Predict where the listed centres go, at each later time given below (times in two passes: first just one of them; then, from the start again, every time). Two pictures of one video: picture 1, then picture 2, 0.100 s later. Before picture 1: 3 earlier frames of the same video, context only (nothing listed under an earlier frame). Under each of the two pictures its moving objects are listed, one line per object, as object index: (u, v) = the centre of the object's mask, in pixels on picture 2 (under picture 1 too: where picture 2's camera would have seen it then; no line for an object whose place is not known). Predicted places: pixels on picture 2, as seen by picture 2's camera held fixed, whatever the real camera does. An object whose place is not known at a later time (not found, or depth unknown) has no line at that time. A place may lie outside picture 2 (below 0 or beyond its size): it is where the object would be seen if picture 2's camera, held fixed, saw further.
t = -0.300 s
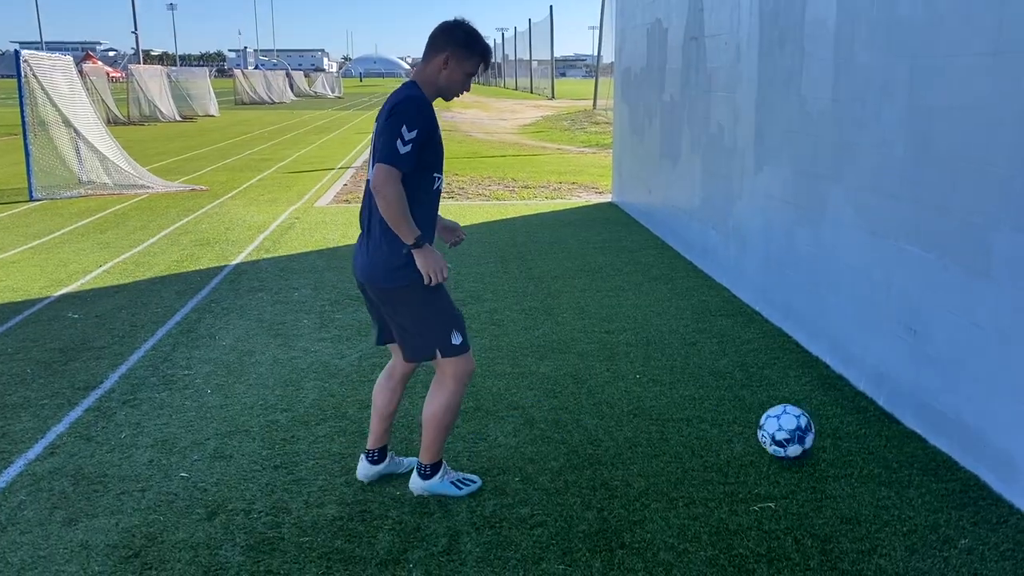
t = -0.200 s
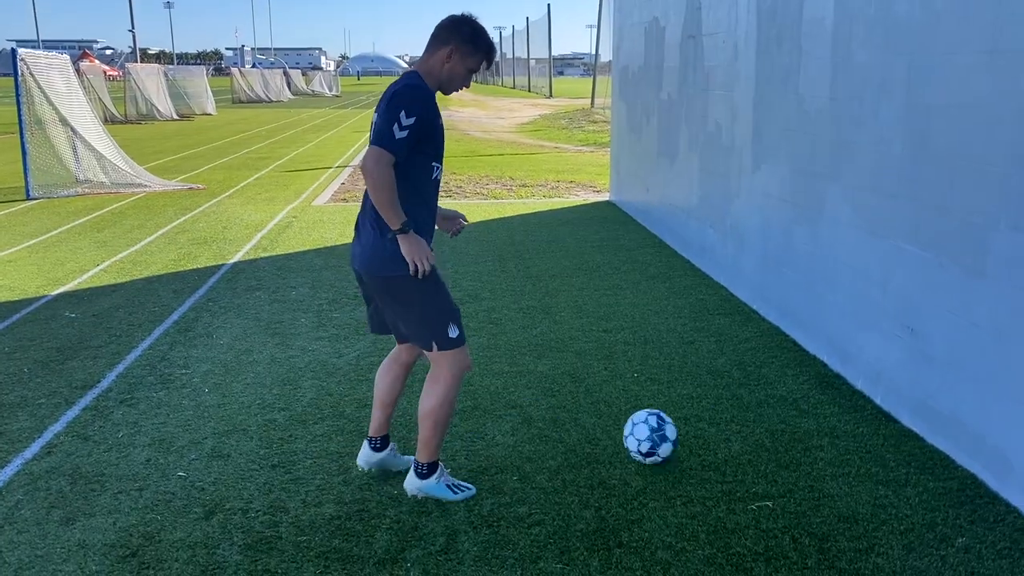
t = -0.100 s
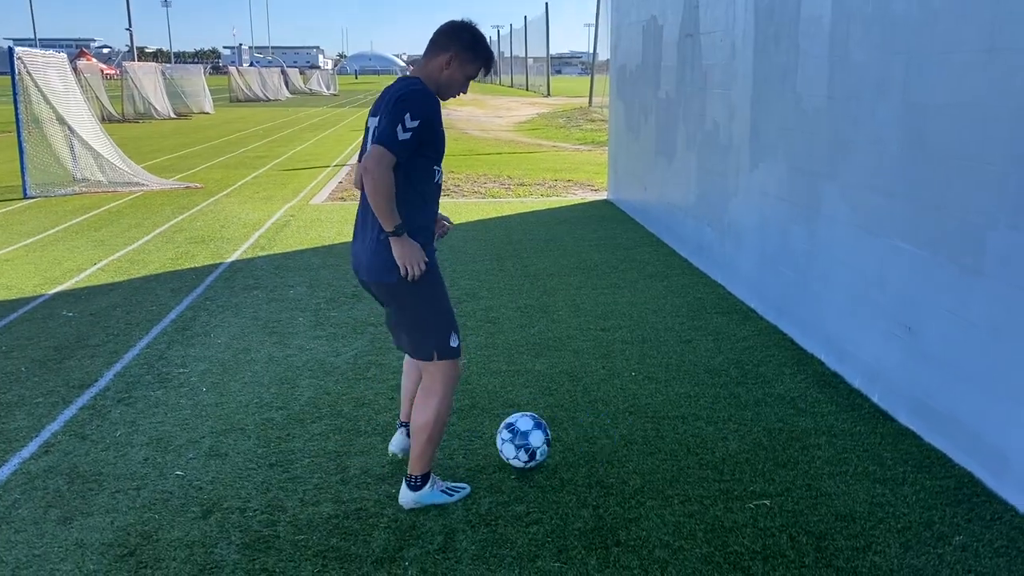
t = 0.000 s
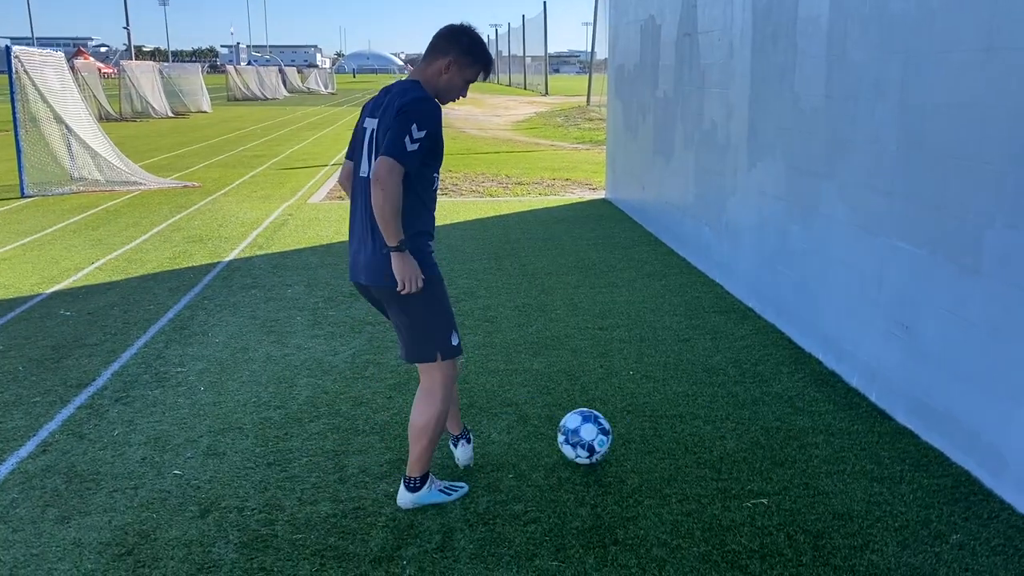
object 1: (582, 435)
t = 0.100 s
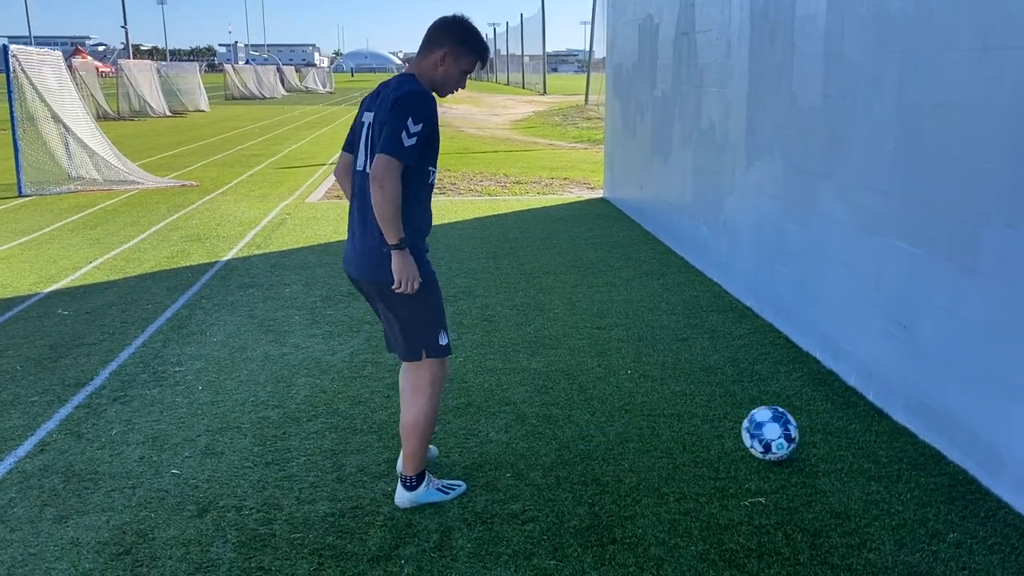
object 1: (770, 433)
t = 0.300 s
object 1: (773, 437)
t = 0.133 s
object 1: (829, 431)
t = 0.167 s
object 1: (886, 427)
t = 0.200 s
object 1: (910, 425)
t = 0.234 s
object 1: (865, 426)
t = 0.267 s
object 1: (819, 430)
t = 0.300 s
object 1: (773, 437)
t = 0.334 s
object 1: (727, 442)
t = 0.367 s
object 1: (685, 441)
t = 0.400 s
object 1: (643, 441)
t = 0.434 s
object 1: (600, 444)
